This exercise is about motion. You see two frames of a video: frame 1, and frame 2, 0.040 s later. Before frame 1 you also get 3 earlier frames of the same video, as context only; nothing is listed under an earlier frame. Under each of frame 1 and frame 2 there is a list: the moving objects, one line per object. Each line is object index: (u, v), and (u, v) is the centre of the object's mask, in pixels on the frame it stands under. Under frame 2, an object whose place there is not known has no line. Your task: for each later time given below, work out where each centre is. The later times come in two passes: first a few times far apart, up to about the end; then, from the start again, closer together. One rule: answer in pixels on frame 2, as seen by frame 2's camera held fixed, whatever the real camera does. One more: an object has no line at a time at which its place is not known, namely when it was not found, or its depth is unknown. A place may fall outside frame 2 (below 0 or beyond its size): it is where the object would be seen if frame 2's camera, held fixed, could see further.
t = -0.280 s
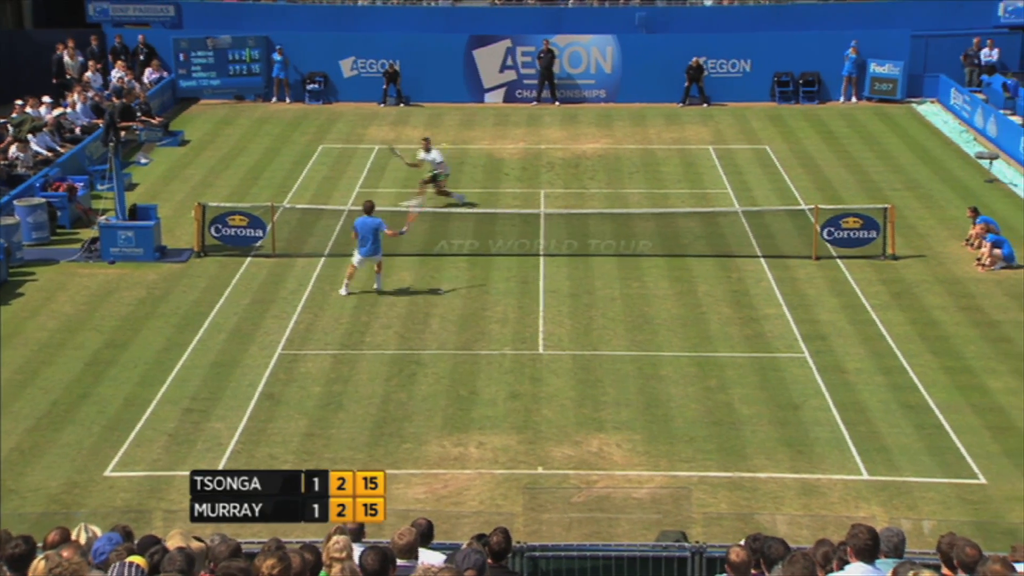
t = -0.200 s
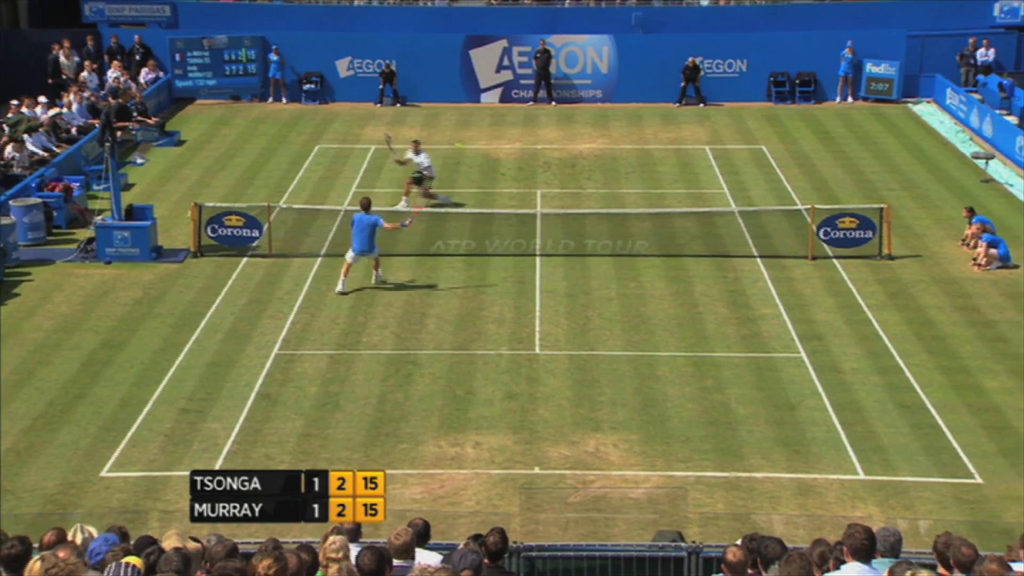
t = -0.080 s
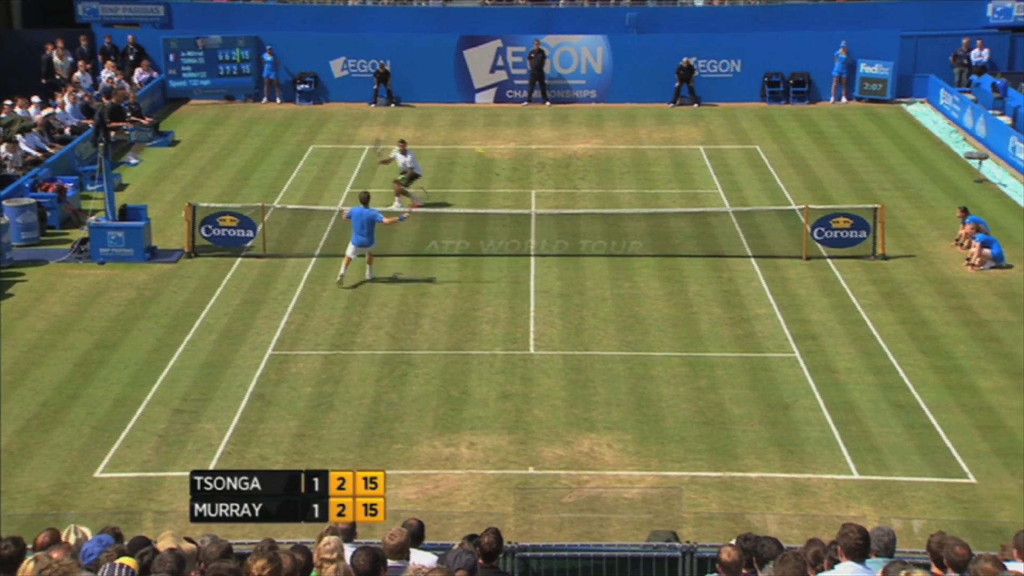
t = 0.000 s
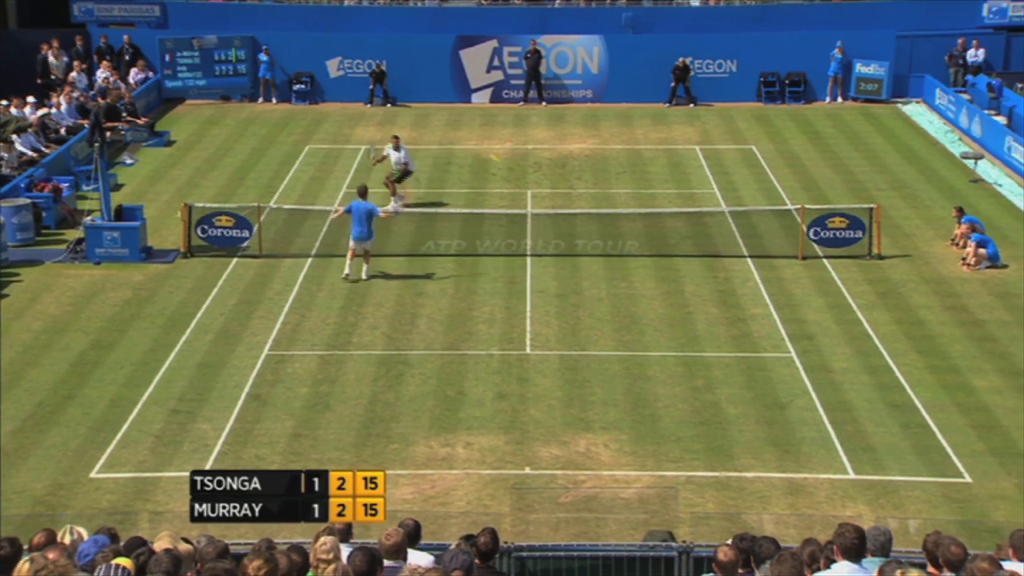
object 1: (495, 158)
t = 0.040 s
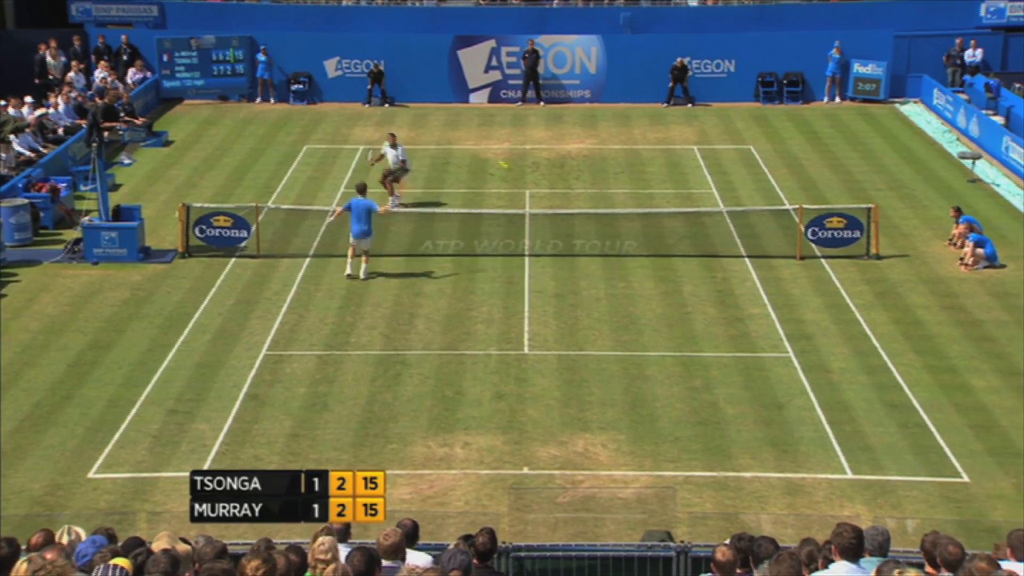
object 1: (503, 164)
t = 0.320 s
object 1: (577, 229)
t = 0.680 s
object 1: (683, 381)
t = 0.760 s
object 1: (694, 365)
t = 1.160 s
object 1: (754, 348)
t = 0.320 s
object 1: (577, 229)
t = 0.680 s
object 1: (683, 381)
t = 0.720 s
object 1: (689, 374)
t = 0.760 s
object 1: (694, 365)
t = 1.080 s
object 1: (742, 343)
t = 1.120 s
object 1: (747, 345)
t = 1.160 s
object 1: (754, 348)
